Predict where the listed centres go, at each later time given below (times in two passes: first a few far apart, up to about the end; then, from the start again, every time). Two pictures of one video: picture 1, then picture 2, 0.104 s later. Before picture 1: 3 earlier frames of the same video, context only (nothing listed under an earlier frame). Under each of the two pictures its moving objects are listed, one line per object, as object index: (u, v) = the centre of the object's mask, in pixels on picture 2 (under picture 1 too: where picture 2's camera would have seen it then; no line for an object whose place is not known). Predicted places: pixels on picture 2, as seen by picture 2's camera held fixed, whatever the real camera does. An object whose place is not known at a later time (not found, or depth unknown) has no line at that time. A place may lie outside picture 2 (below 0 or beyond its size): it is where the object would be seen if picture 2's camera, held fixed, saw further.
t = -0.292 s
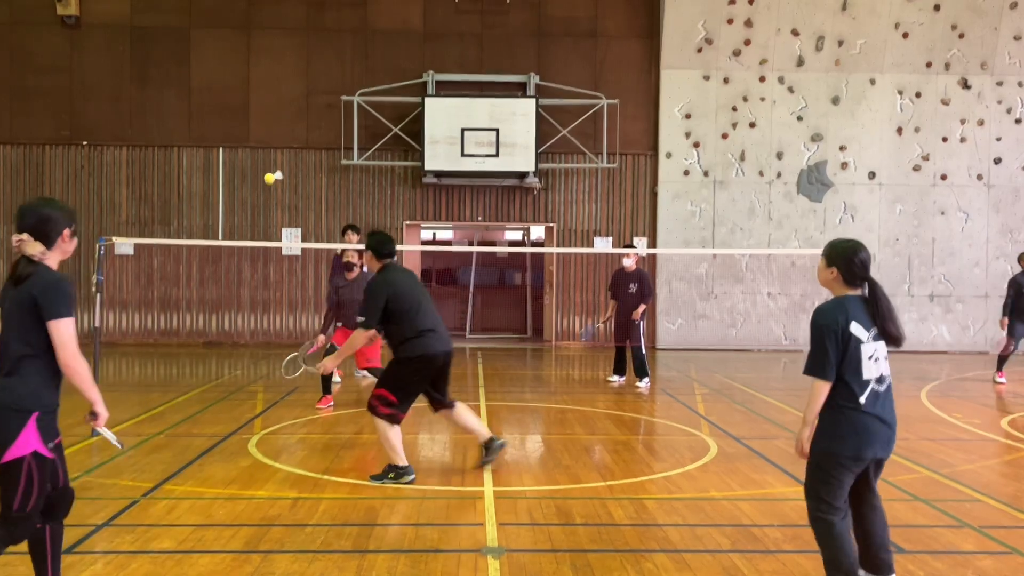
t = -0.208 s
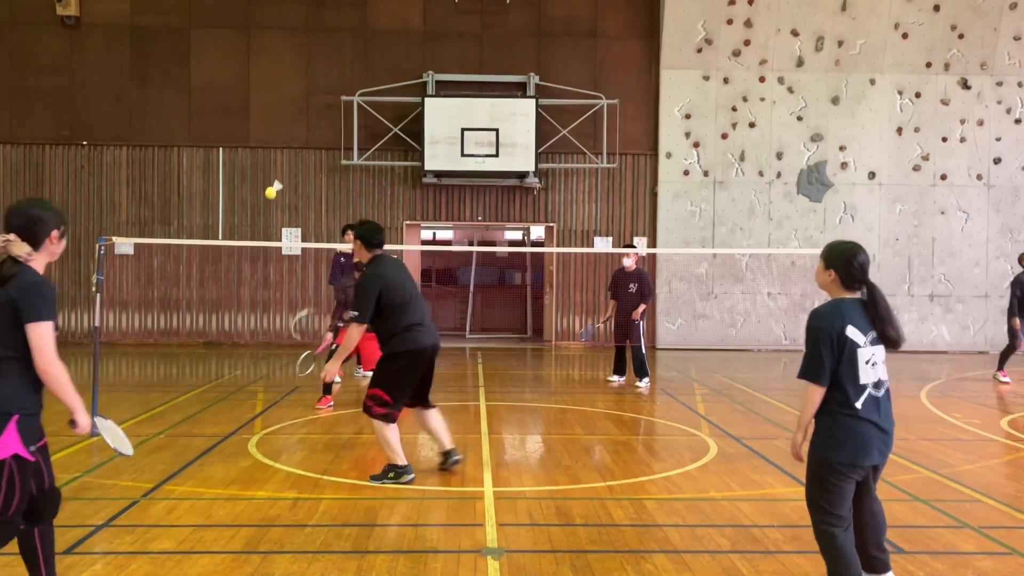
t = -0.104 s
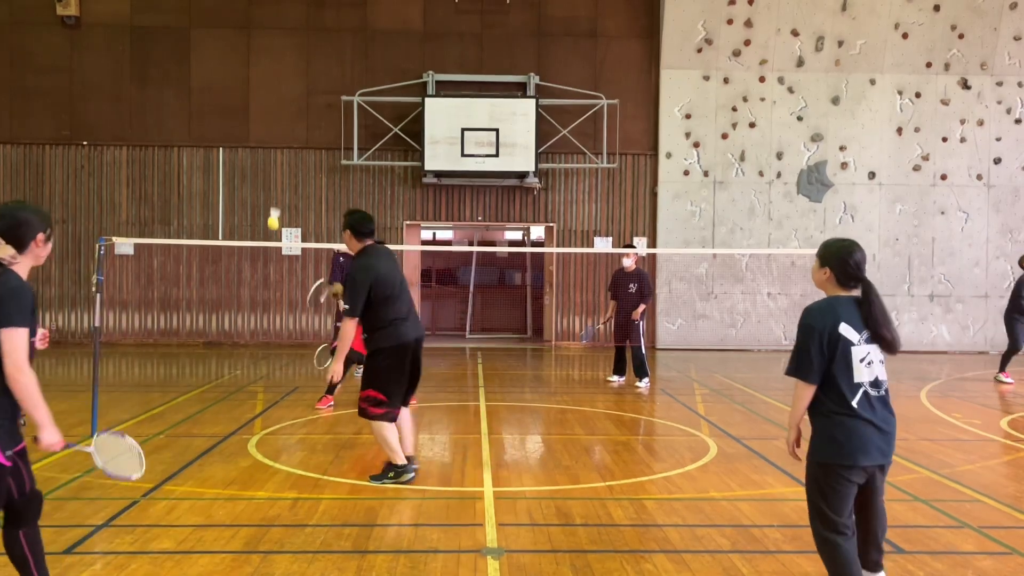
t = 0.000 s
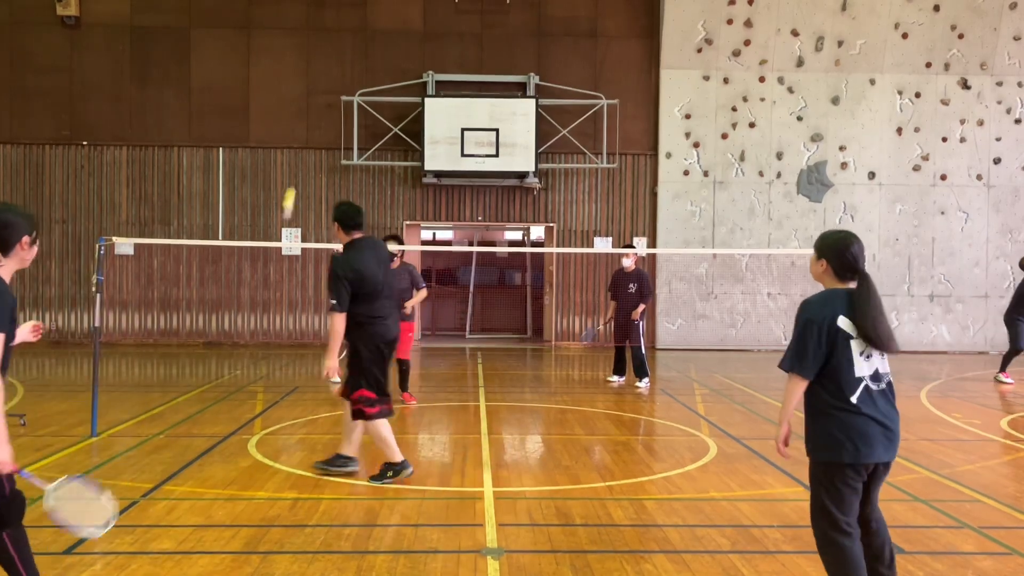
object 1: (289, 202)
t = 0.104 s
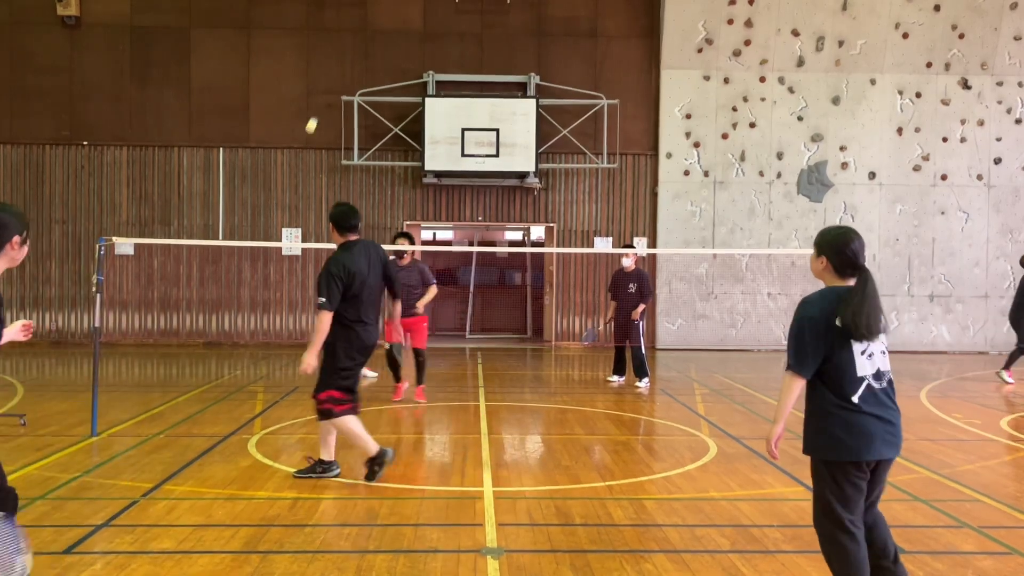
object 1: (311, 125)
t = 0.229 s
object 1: (325, 88)
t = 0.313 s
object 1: (333, 77)
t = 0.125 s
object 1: (314, 117)
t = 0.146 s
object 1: (316, 110)
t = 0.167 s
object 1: (321, 99)
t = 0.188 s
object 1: (322, 95)
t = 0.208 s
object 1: (324, 91)
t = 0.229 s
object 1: (325, 88)
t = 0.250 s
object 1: (327, 86)
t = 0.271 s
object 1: (329, 81)
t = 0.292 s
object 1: (331, 79)
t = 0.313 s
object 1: (333, 77)
